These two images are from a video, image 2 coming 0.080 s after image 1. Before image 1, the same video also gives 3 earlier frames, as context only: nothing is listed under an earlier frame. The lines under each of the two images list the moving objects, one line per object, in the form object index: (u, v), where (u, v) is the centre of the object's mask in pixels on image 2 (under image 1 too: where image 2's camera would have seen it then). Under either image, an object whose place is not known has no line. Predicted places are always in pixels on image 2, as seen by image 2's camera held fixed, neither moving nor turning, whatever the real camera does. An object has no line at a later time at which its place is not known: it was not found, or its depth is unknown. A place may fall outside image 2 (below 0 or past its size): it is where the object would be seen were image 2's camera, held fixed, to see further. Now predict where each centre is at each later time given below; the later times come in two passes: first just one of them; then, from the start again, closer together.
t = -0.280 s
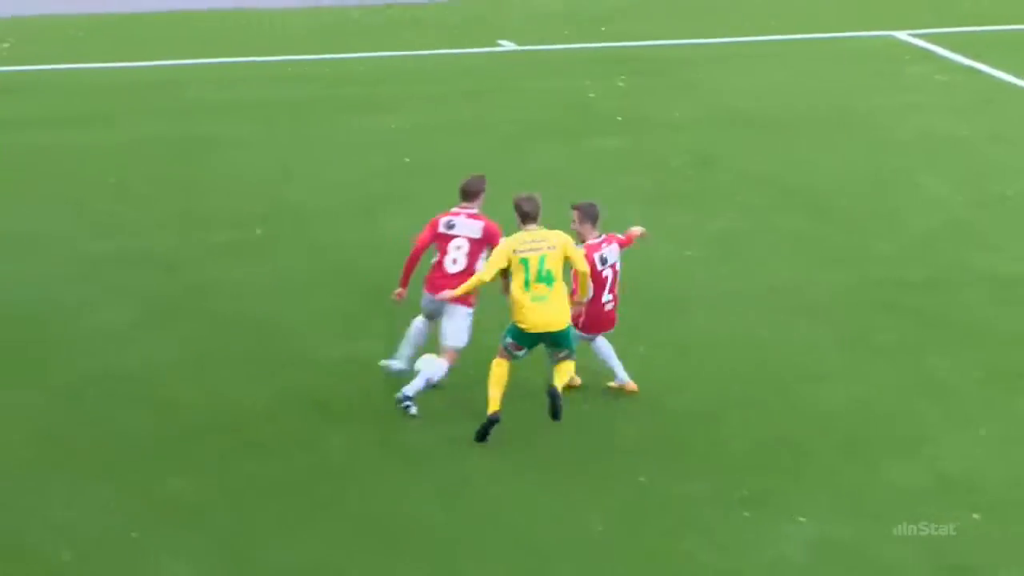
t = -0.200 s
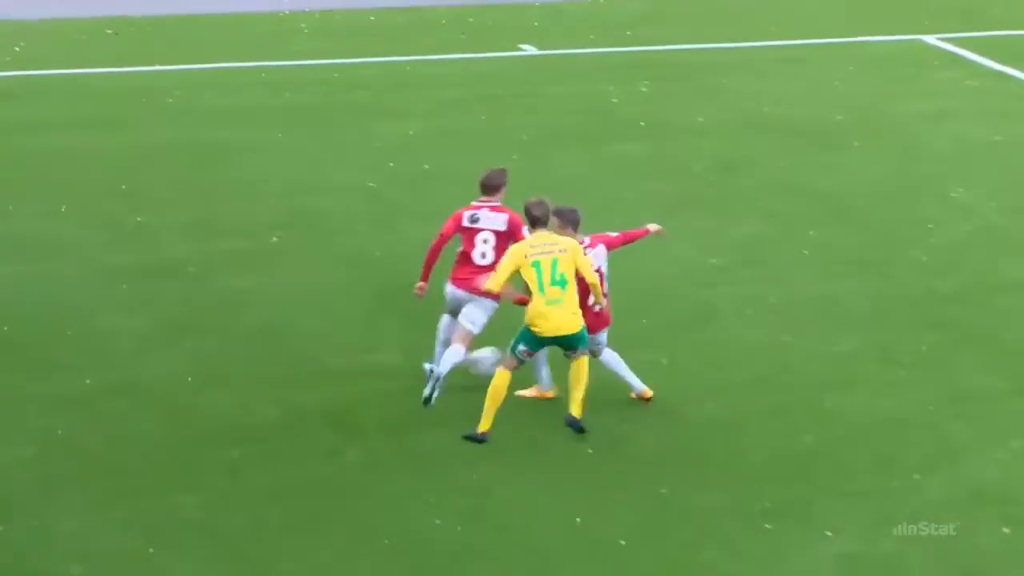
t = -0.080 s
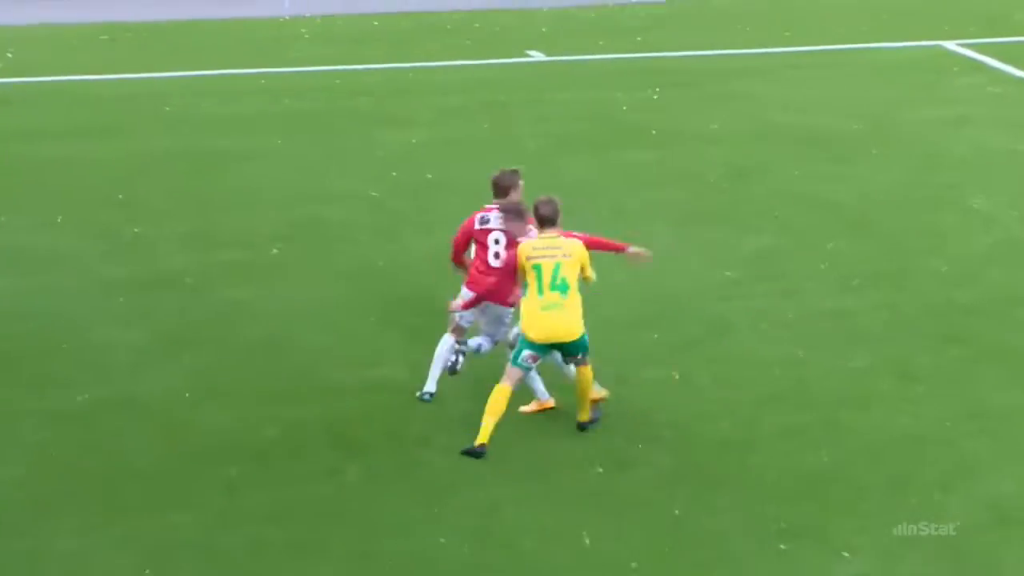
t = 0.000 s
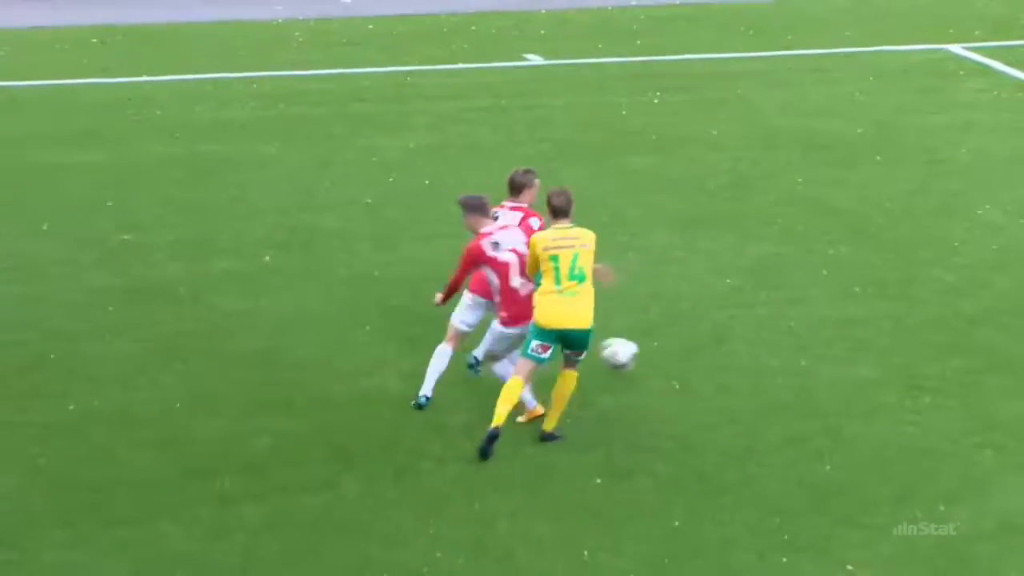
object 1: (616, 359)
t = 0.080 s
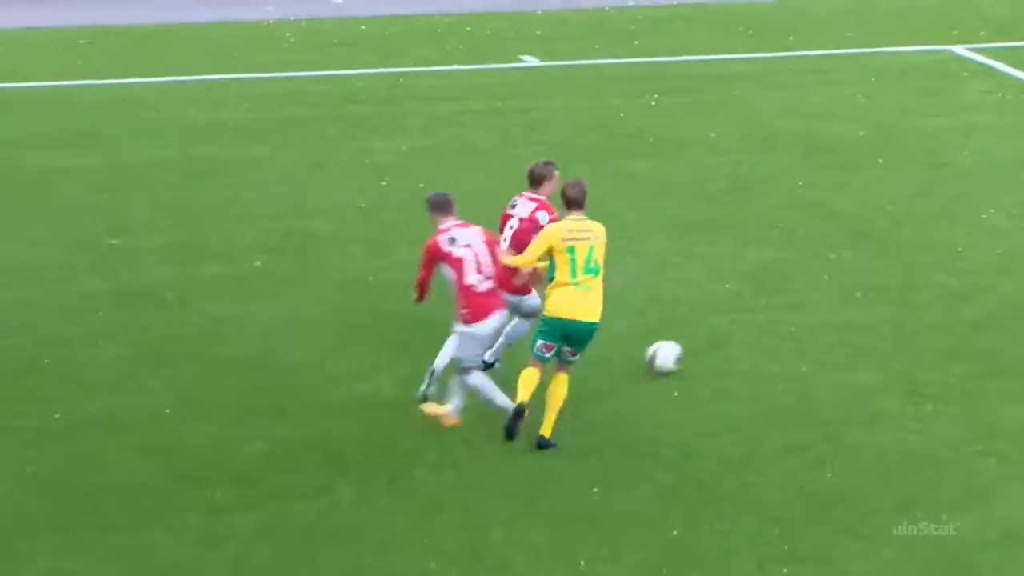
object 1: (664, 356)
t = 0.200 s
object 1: (724, 334)
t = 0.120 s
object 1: (685, 345)
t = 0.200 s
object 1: (724, 334)
